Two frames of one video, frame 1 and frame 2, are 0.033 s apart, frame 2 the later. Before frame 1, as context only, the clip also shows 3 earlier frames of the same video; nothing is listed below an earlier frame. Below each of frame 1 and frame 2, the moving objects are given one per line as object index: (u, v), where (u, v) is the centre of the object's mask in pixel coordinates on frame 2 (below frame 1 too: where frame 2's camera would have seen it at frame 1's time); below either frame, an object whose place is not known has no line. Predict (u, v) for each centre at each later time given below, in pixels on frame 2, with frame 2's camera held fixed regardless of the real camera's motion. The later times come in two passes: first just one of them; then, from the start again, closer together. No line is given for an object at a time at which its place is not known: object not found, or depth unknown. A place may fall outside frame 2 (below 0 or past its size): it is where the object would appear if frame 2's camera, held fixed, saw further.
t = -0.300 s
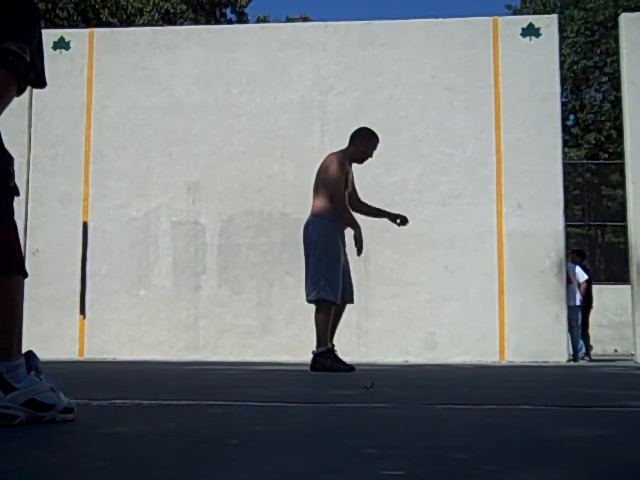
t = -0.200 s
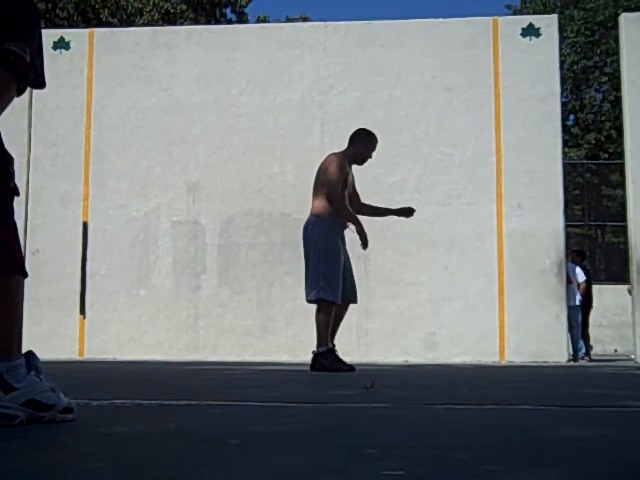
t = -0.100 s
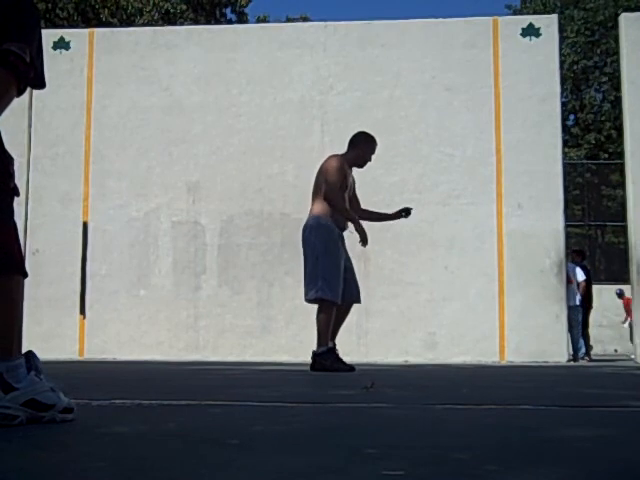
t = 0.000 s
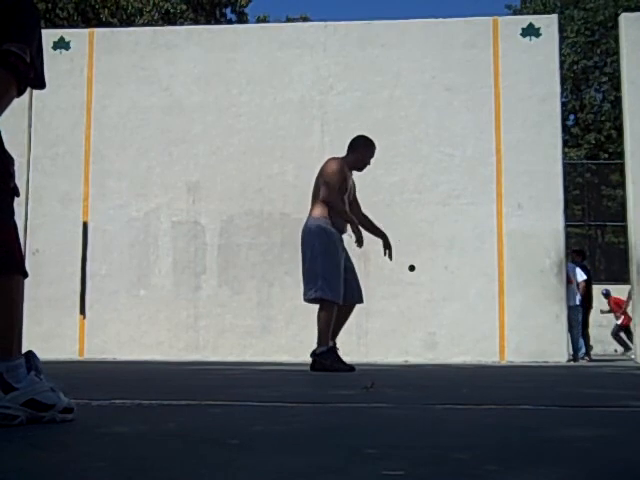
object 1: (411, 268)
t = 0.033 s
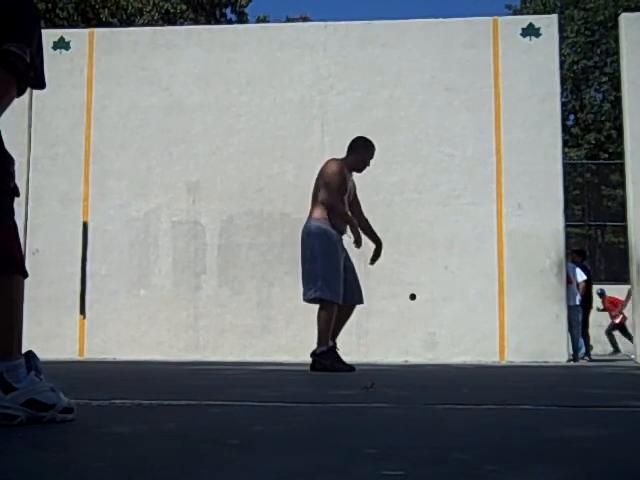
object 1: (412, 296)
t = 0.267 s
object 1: (409, 269)
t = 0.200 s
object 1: (411, 307)
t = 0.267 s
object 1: (409, 269)
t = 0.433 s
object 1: (403, 200)
